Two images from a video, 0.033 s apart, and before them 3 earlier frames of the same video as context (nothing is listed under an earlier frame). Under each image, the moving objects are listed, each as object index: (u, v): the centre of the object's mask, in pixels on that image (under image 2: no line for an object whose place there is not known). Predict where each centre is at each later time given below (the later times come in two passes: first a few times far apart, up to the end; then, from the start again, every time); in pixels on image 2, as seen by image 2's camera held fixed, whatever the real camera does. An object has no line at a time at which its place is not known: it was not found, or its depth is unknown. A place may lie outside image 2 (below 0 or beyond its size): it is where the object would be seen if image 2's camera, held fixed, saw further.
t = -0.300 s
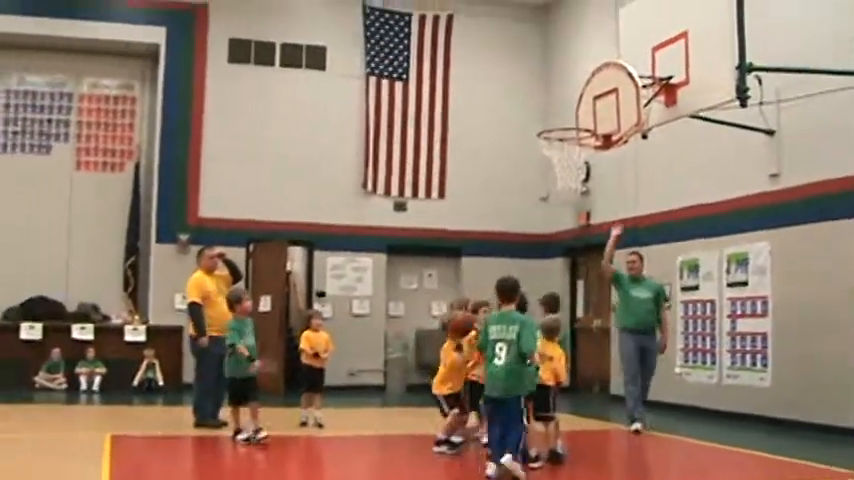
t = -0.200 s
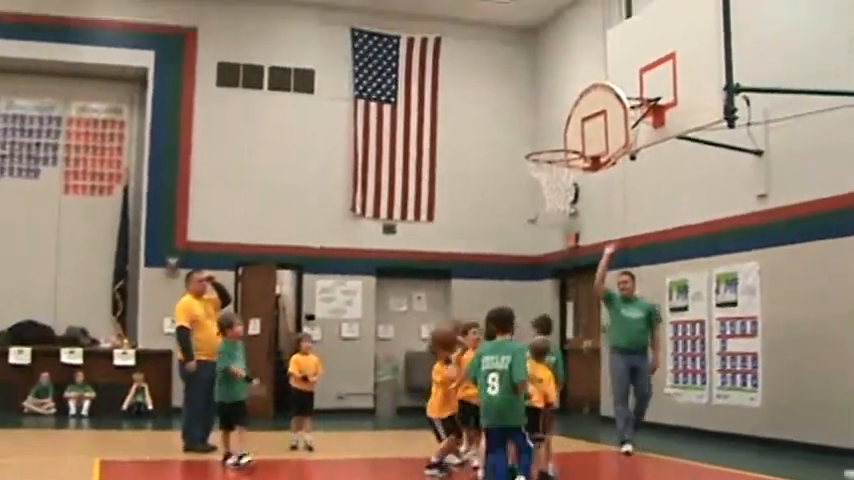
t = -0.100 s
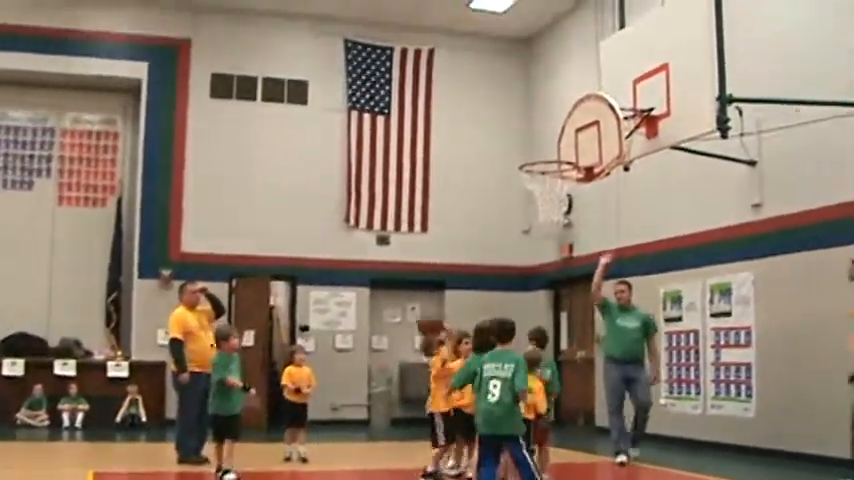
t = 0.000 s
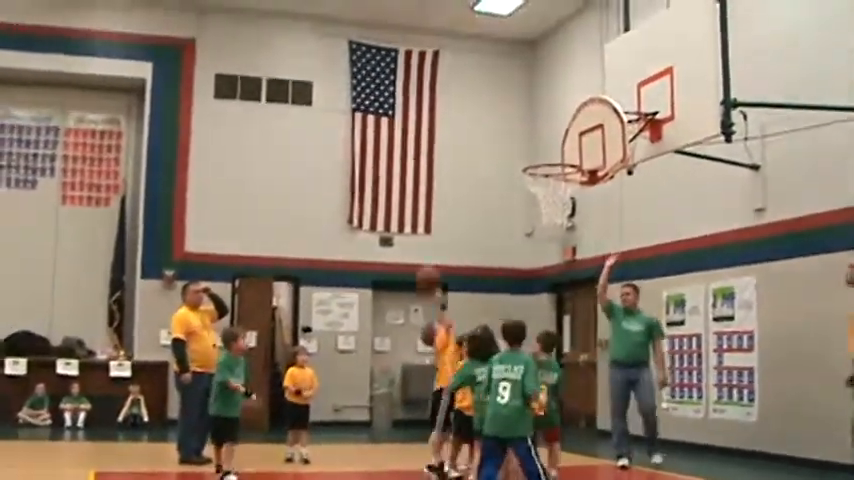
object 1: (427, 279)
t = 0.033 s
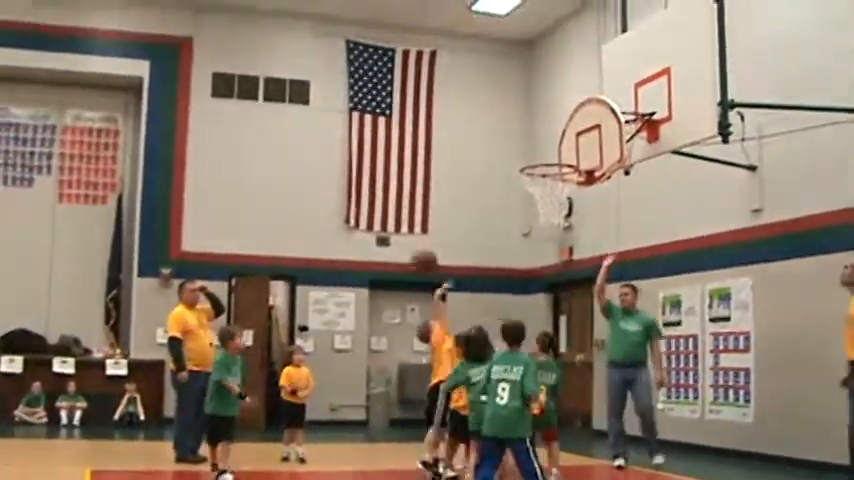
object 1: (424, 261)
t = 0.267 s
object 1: (426, 184)
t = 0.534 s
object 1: (426, 173)
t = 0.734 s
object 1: (425, 220)
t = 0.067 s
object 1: (423, 246)
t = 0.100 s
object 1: (424, 232)
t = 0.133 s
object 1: (425, 221)
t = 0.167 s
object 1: (425, 209)
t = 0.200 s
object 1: (425, 199)
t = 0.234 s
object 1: (426, 191)
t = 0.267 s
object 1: (426, 184)
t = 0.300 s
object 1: (426, 178)
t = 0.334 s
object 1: (426, 173)
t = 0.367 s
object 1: (426, 170)
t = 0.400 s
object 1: (426, 168)
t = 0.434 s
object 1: (426, 168)
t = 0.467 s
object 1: (426, 168)
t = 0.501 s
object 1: (426, 170)
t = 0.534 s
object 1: (426, 173)
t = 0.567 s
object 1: (426, 178)
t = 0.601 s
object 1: (425, 183)
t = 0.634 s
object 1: (425, 191)
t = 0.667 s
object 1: (425, 199)
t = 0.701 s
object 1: (424, 208)
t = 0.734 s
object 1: (425, 220)
